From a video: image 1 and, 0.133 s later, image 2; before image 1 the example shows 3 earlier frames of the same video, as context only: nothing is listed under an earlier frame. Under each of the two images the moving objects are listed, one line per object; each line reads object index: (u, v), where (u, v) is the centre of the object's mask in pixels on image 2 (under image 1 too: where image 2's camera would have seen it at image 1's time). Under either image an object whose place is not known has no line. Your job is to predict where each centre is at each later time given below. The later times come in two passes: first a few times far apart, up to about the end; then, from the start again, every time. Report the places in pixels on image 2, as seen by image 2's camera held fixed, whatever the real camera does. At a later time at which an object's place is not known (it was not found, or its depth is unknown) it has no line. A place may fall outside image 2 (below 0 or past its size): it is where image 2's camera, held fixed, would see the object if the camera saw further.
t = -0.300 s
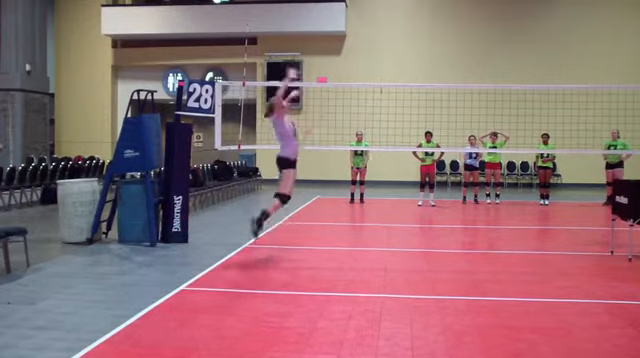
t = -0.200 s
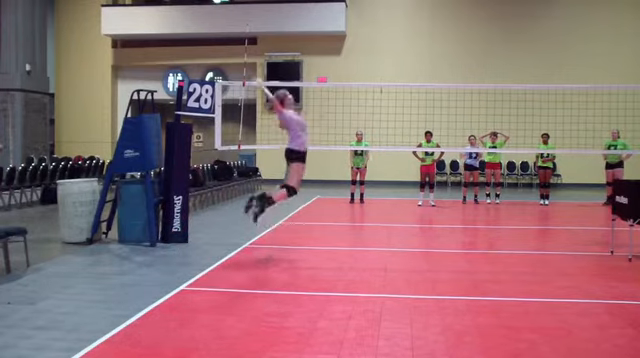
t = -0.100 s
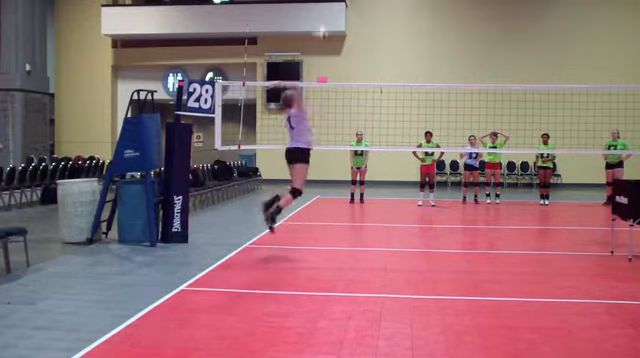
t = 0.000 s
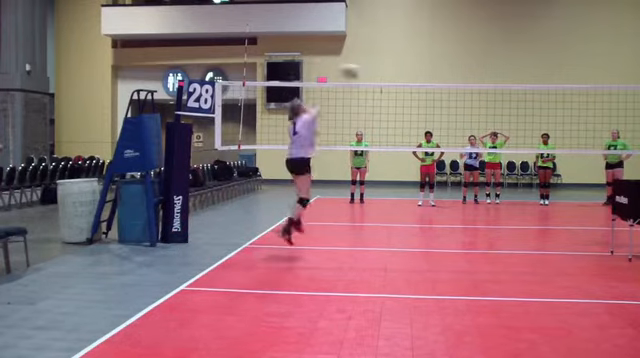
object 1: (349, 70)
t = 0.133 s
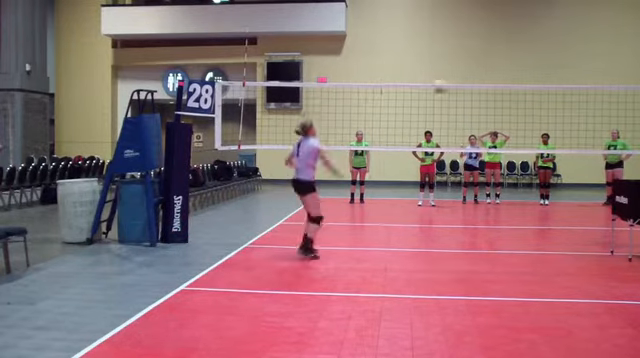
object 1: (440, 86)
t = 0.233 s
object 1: (488, 102)
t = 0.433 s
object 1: (559, 142)
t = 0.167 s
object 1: (456, 93)
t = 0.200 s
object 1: (473, 99)
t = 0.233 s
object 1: (488, 102)
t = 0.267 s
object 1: (505, 108)
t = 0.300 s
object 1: (517, 115)
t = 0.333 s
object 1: (529, 124)
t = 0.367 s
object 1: (541, 131)
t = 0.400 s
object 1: (553, 136)
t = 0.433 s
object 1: (559, 142)
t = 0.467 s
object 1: (572, 155)
